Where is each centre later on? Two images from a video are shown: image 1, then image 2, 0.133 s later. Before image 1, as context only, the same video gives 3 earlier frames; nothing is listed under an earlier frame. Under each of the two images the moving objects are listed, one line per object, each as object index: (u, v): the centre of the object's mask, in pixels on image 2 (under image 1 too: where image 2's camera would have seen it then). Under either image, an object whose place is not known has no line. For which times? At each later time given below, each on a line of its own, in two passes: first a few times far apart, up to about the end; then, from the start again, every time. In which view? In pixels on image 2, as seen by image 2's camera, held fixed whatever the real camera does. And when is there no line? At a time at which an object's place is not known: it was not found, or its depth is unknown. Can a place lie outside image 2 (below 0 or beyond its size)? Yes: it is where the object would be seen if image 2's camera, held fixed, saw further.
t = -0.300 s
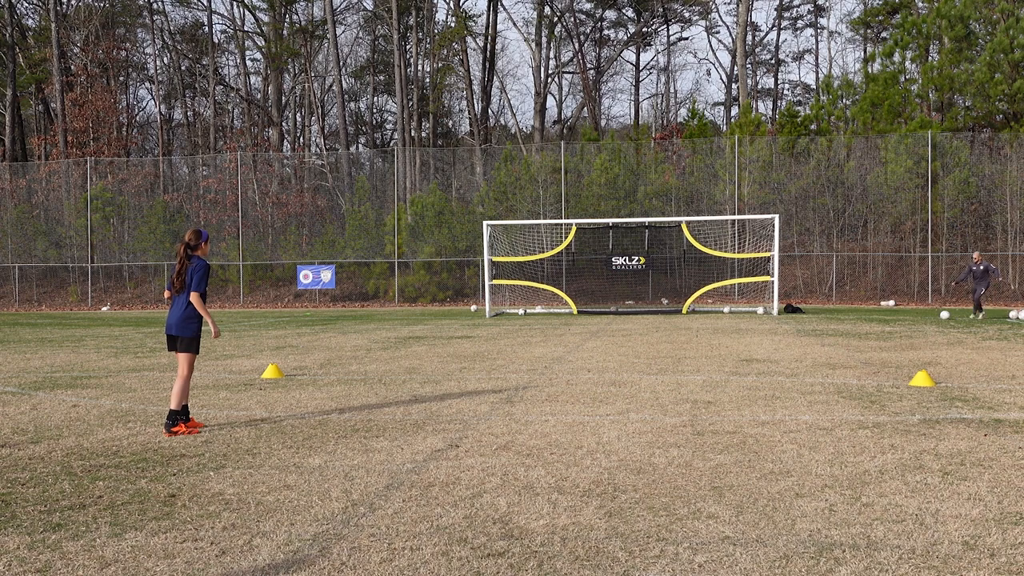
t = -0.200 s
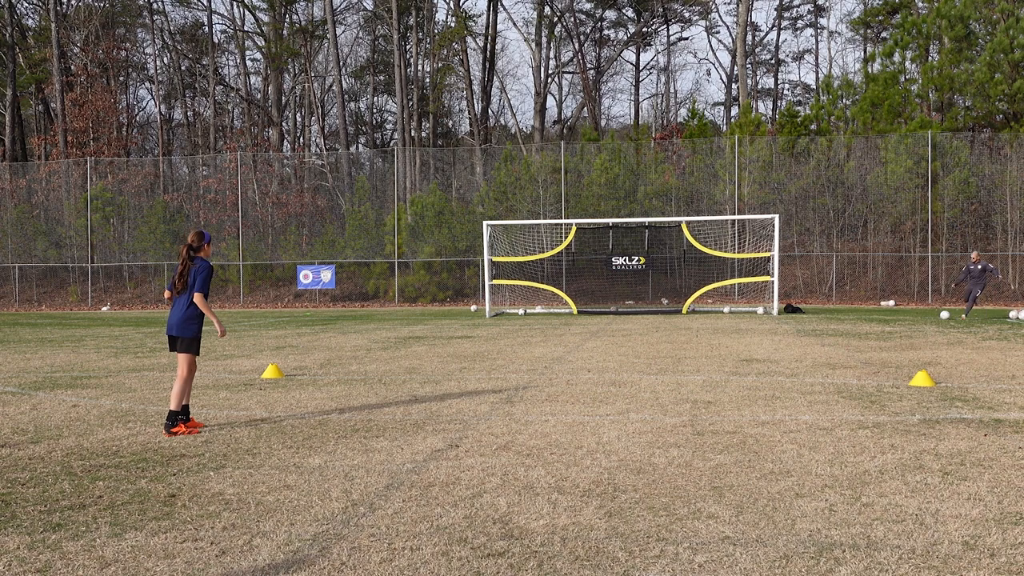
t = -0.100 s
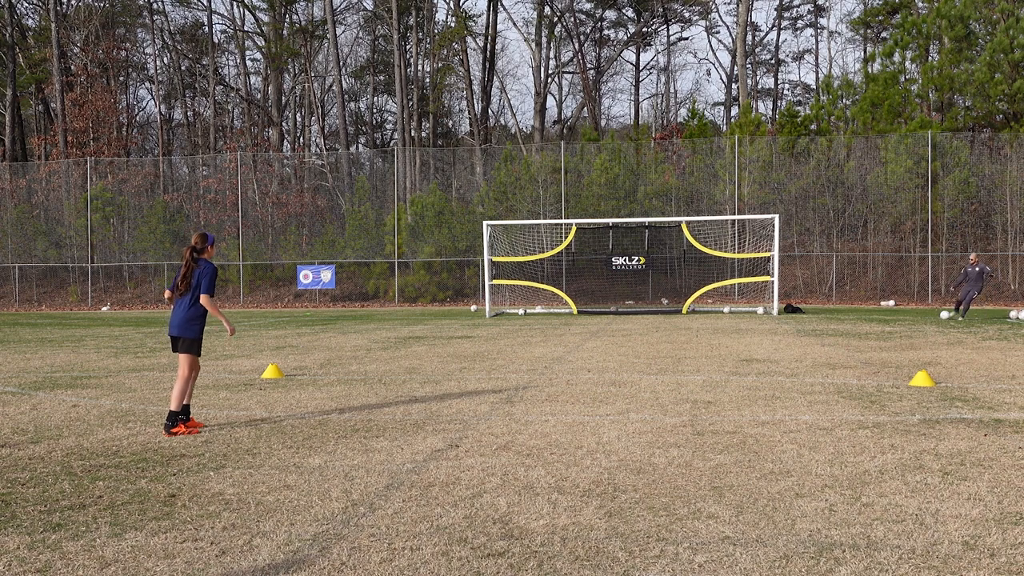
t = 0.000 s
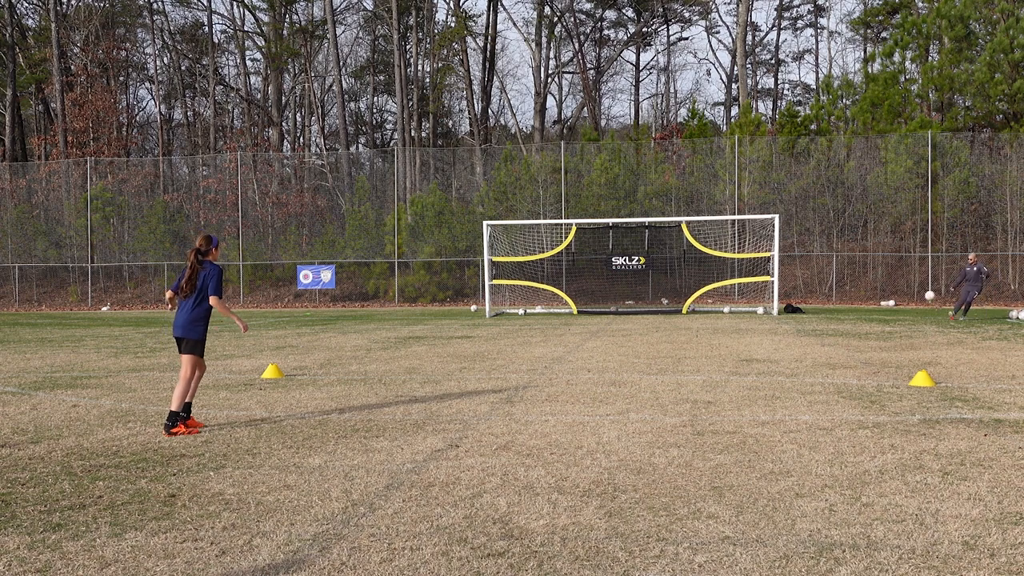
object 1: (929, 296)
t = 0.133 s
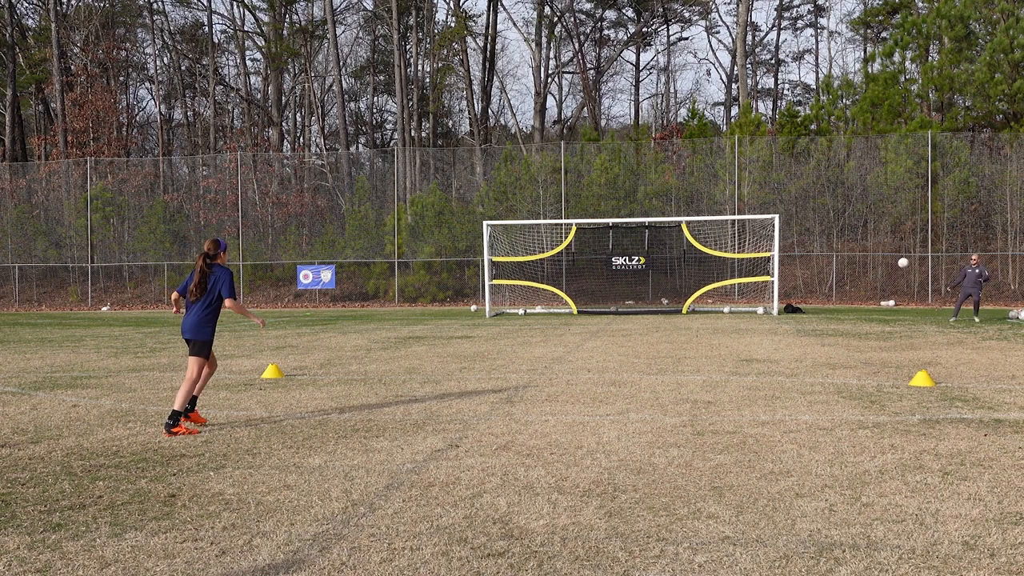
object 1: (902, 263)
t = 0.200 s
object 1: (889, 247)
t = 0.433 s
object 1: (838, 200)
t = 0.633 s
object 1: (790, 170)
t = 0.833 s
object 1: (736, 154)
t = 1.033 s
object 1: (674, 156)
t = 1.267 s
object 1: (590, 188)
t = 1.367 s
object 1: (548, 215)
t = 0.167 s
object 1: (896, 255)
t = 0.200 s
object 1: (889, 247)
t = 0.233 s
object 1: (882, 240)
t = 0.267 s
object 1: (875, 233)
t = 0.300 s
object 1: (868, 226)
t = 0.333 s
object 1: (861, 219)
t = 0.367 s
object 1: (853, 212)
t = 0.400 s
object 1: (846, 206)
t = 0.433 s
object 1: (838, 200)
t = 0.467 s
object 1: (831, 195)
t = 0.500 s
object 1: (823, 189)
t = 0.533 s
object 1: (815, 184)
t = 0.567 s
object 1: (806, 179)
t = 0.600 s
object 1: (798, 174)
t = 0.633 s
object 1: (790, 170)
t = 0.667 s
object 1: (781, 166)
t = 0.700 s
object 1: (773, 163)
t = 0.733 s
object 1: (764, 160)
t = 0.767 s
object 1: (755, 158)
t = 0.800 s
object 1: (746, 156)
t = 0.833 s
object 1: (736, 154)
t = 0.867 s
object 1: (726, 153)
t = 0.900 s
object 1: (716, 152)
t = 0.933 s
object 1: (706, 152)
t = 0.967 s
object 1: (696, 153)
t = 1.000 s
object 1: (685, 154)
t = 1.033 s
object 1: (674, 156)
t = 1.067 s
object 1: (663, 158)
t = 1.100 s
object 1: (652, 161)
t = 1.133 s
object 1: (640, 165)
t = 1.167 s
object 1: (628, 169)
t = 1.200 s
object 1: (616, 174)
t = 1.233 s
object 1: (603, 181)
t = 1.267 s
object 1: (590, 188)
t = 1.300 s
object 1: (576, 196)
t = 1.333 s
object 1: (562, 204)
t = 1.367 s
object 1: (548, 215)
